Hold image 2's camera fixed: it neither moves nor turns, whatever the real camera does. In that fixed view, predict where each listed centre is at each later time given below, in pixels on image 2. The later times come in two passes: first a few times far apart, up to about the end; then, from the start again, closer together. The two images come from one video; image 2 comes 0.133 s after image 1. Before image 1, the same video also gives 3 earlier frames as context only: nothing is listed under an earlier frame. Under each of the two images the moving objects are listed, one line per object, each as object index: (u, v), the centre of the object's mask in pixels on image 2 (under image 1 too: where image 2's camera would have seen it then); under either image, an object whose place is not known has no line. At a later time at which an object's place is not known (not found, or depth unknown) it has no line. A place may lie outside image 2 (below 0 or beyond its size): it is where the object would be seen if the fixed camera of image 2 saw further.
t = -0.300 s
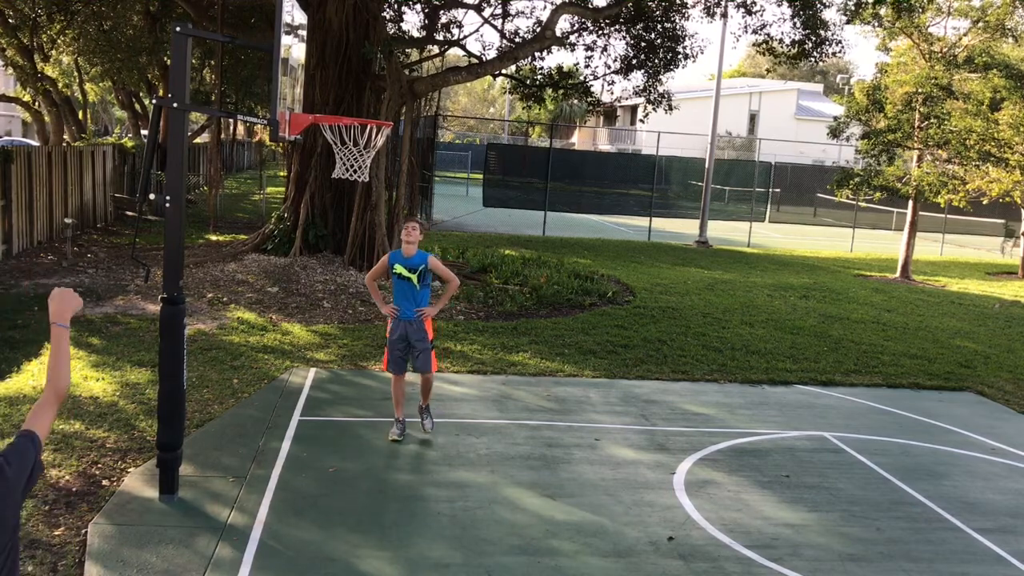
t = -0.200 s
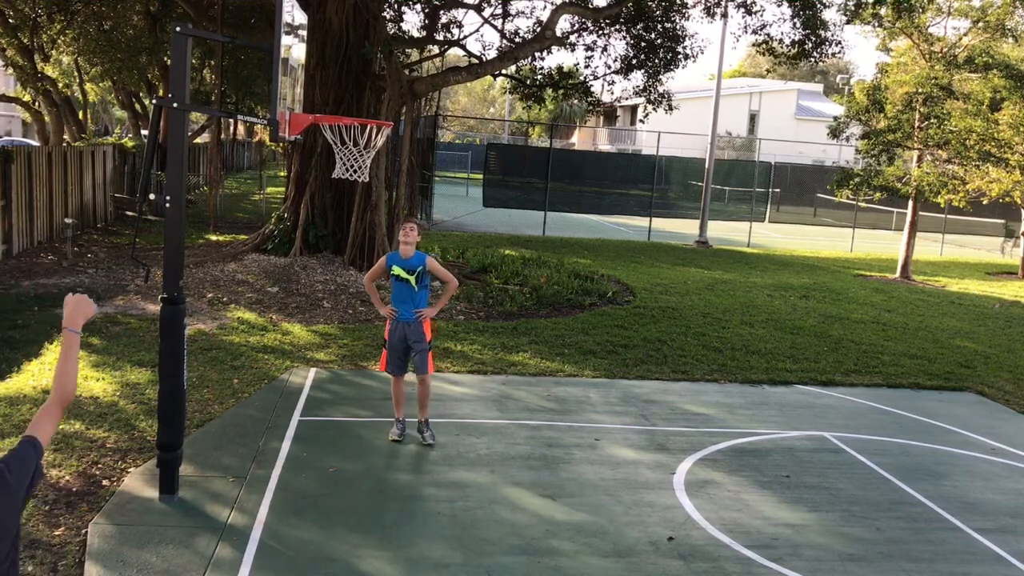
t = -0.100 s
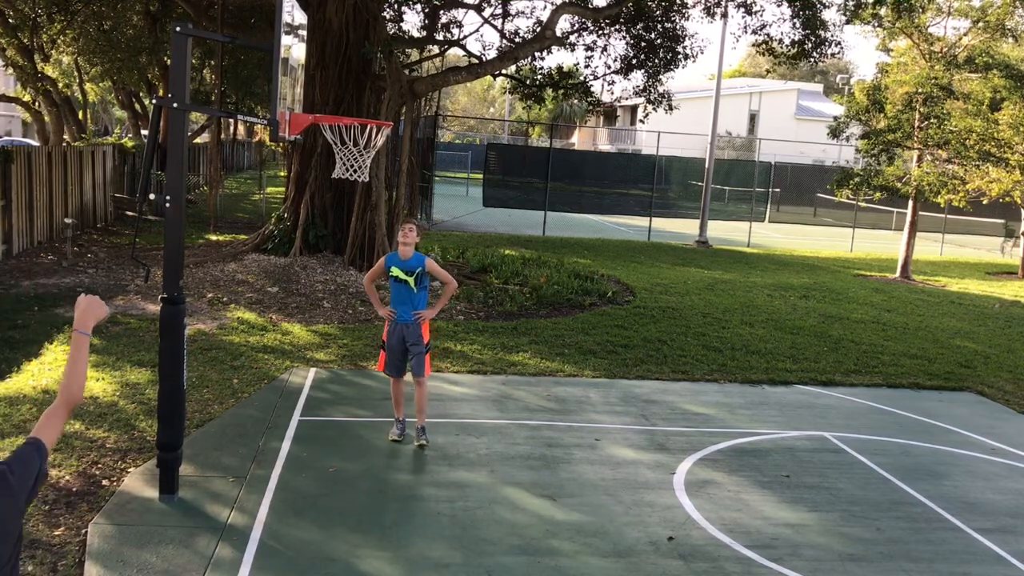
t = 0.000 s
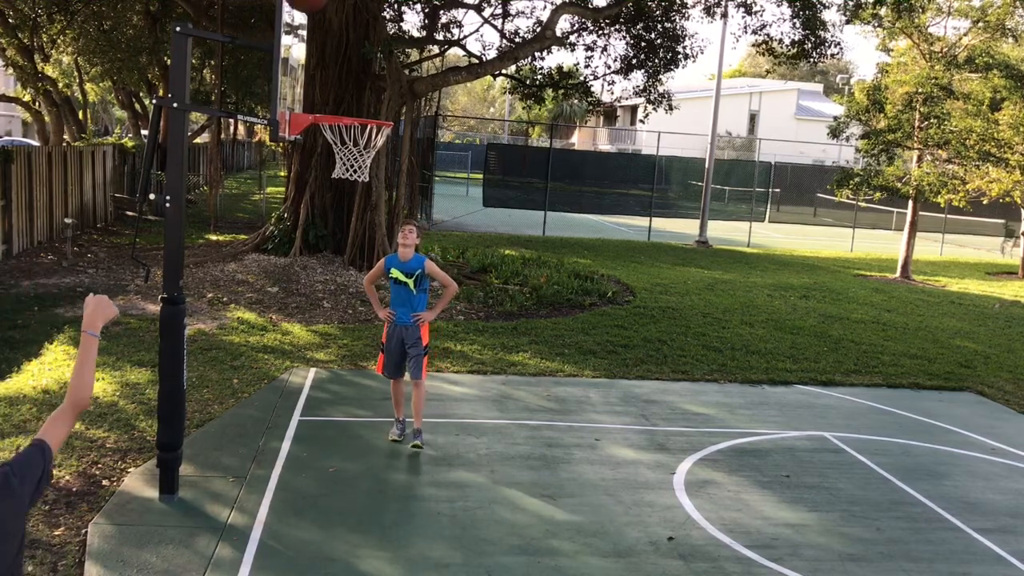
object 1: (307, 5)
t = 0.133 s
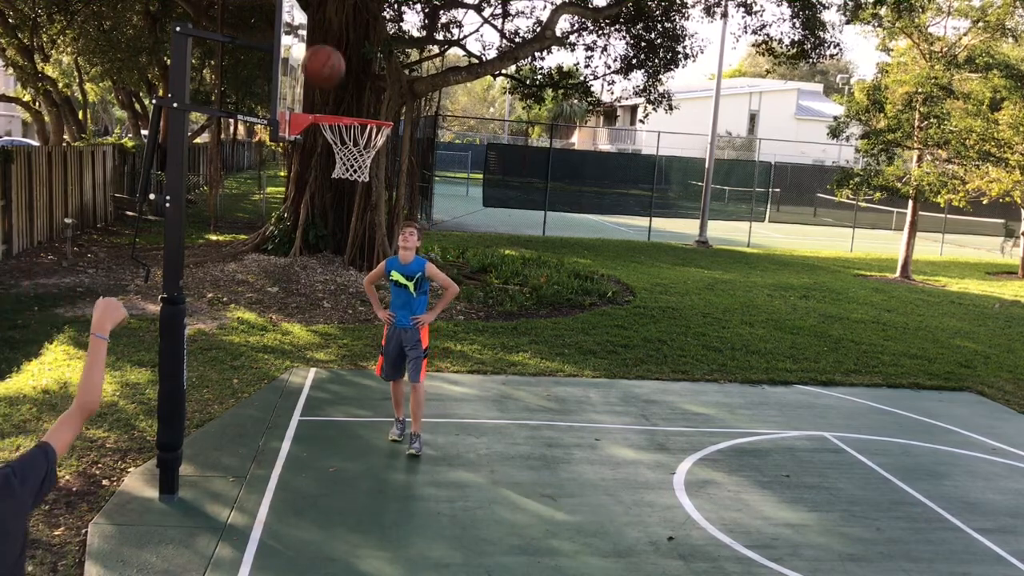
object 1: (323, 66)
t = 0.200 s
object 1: (330, 110)
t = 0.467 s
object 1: (292, 315)
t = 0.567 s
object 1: (276, 421)
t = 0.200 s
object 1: (330, 110)
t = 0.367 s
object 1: (310, 225)
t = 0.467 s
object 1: (292, 315)
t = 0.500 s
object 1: (287, 350)
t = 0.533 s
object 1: (281, 385)
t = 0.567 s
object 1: (276, 421)
